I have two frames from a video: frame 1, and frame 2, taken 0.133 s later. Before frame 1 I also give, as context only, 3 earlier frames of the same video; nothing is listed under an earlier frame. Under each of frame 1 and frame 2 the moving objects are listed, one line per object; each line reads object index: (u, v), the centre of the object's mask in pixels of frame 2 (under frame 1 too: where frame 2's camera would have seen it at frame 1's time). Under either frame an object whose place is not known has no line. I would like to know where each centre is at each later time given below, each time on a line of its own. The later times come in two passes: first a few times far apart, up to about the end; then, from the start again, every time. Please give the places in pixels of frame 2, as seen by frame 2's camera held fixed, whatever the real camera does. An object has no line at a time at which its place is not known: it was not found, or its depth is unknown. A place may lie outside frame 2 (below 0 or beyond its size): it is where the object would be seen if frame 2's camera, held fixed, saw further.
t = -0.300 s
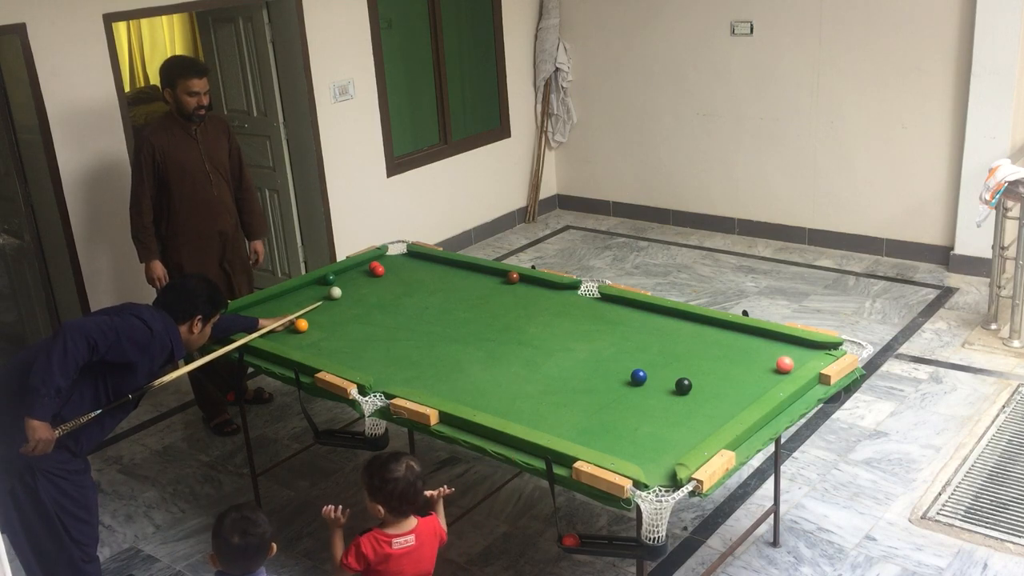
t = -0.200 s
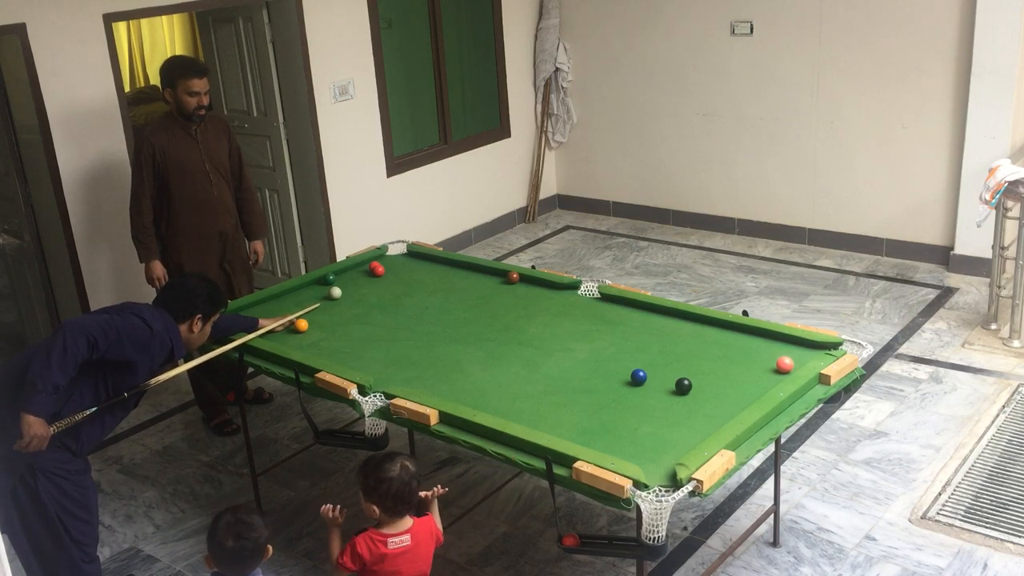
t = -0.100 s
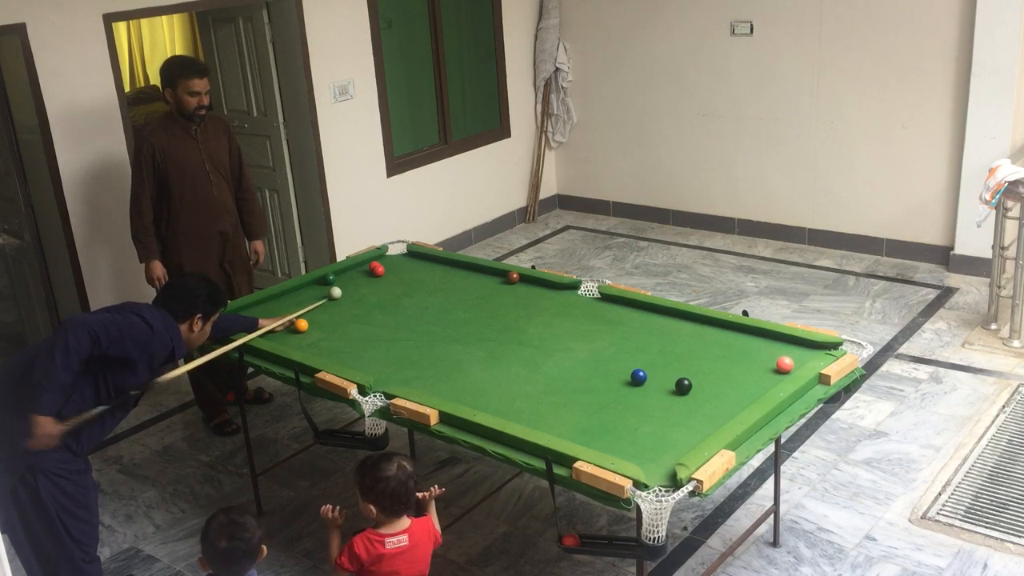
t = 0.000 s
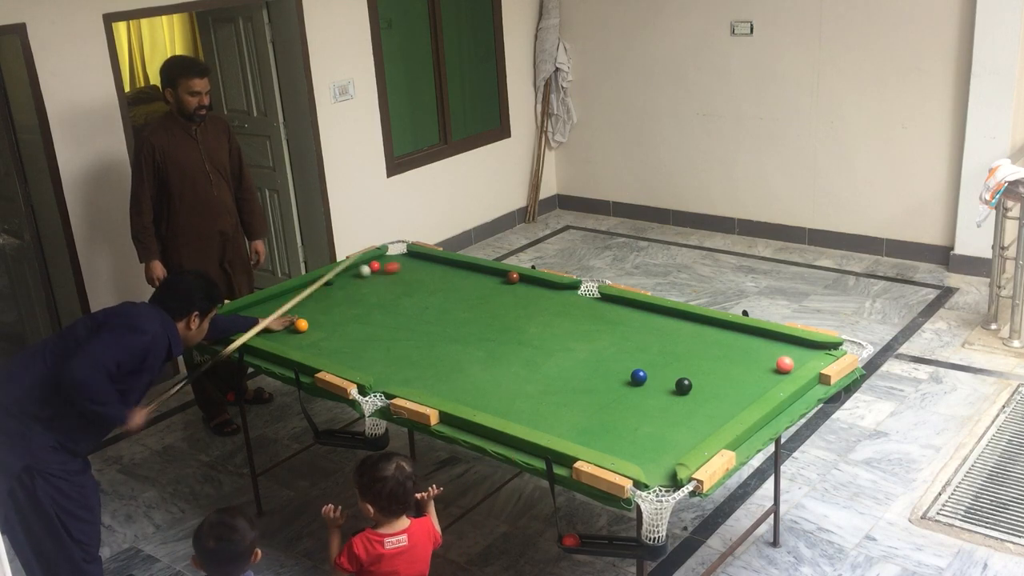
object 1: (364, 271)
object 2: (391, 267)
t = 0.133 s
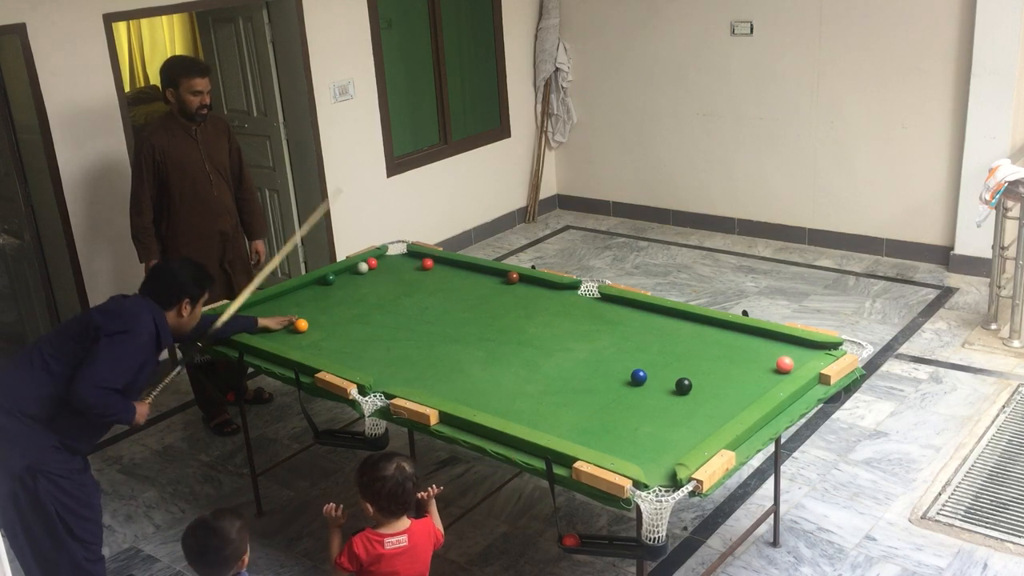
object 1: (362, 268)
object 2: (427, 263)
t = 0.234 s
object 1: (368, 271)
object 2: (416, 272)
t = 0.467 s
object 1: (383, 276)
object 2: (391, 292)
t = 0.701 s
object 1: (397, 282)
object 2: (365, 313)
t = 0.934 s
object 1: (412, 288)
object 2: (337, 336)
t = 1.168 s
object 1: (426, 294)
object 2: (322, 352)
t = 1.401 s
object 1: (440, 299)
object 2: (349, 348)
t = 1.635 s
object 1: (454, 305)
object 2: (376, 343)
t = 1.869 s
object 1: (467, 310)
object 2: (401, 338)
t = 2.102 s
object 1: (479, 316)
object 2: (425, 334)
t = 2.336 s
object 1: (492, 321)
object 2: (447, 330)
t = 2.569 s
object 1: (503, 326)
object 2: (467, 327)
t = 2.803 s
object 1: (515, 331)
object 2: (486, 324)
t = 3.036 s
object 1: (527, 336)
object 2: (504, 321)
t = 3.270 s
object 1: (538, 340)
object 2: (520, 319)
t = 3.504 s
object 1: (551, 344)
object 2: (536, 318)
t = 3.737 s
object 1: (563, 348)
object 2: (550, 317)
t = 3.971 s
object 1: (575, 351)
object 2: (563, 316)
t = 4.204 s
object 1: (587, 355)
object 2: (575, 316)
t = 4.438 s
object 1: (599, 358)
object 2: (586, 316)
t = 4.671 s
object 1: (610, 360)
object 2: (596, 316)
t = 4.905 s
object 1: (621, 362)
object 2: (606, 317)
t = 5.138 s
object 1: (631, 363)
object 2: (615, 317)
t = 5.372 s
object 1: (641, 363)
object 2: (623, 318)
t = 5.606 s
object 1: (650, 366)
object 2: (630, 319)
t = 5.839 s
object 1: (657, 367)
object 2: (638, 320)
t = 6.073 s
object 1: (663, 368)
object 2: (643, 321)
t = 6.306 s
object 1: (668, 368)
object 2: (649, 322)
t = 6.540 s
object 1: (672, 369)
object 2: (653, 323)
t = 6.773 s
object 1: (675, 369)
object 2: (657, 324)
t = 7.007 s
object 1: (676, 369)
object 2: (659, 325)
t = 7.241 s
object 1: (676, 369)
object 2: (661, 325)
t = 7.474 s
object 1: (676, 369)
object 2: (662, 325)
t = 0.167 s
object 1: (364, 269)
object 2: (423, 267)
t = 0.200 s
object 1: (366, 270)
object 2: (420, 269)
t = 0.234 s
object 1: (368, 271)
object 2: (416, 272)
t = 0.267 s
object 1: (370, 271)
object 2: (413, 275)
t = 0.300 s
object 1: (372, 273)
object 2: (409, 278)
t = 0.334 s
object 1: (375, 273)
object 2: (406, 280)
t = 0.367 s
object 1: (376, 274)
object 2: (402, 283)
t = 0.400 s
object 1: (379, 275)
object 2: (398, 286)
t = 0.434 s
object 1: (381, 276)
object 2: (394, 289)
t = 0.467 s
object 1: (383, 276)
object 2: (391, 292)
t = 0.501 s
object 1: (385, 277)
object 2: (387, 295)
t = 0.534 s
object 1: (387, 278)
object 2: (383, 298)
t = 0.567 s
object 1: (389, 279)
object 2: (380, 301)
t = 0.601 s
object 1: (391, 280)
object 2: (376, 304)
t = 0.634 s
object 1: (393, 281)
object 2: (372, 307)
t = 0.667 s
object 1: (396, 282)
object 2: (368, 310)
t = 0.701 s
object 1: (397, 282)
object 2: (365, 313)
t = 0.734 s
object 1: (400, 283)
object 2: (361, 316)
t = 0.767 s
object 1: (402, 284)
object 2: (357, 320)
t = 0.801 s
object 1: (403, 285)
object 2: (353, 323)
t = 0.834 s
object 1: (406, 286)
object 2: (349, 326)
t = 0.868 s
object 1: (408, 287)
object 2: (345, 329)
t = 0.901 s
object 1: (410, 287)
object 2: (341, 332)
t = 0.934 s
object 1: (412, 288)
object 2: (337, 336)
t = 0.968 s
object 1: (414, 289)
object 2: (333, 339)
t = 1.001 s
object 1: (416, 290)
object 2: (329, 343)
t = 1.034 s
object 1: (418, 291)
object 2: (325, 346)
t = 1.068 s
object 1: (420, 292)
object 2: (321, 349)
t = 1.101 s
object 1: (422, 292)
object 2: (318, 352)
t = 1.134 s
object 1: (424, 293)
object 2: (317, 353)
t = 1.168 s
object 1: (426, 294)
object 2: (322, 352)
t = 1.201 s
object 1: (428, 295)
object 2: (326, 352)
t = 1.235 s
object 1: (430, 295)
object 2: (330, 352)
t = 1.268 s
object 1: (432, 296)
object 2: (334, 351)
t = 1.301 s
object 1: (434, 297)
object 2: (338, 350)
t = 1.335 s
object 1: (436, 298)
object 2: (342, 349)
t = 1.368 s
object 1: (438, 299)
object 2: (345, 348)
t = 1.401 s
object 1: (440, 299)
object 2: (349, 348)
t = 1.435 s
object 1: (442, 300)
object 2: (353, 347)
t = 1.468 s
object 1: (444, 301)
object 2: (357, 346)
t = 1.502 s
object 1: (446, 302)
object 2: (361, 346)
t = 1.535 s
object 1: (448, 303)
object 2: (365, 345)
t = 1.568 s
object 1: (450, 303)
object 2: (369, 344)
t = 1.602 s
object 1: (452, 304)
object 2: (372, 343)
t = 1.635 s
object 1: (454, 305)
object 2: (376, 343)
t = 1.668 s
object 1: (456, 306)
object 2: (380, 342)
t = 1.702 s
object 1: (458, 306)
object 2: (383, 341)
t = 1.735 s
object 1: (460, 307)
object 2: (387, 341)
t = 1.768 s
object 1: (462, 308)
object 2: (391, 340)
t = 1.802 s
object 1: (463, 309)
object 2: (394, 339)
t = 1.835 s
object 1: (465, 309)
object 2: (398, 338)
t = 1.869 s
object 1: (467, 310)
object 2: (401, 338)
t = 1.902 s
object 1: (469, 311)
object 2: (404, 337)
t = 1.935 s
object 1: (471, 312)
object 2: (408, 337)
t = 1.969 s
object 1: (473, 313)
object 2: (411, 336)
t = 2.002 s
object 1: (474, 314)
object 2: (415, 336)
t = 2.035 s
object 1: (476, 314)
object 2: (418, 335)
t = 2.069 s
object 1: (478, 315)
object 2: (421, 334)
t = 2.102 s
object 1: (479, 316)
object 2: (425, 334)
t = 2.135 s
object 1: (481, 316)
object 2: (428, 333)
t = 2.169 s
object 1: (483, 317)
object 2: (431, 332)
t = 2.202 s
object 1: (485, 318)
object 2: (434, 332)
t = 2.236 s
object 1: (487, 319)
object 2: (437, 332)
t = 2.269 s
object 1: (488, 320)
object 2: (441, 331)
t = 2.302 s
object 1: (490, 320)
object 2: (444, 330)
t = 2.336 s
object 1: (492, 321)
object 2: (447, 330)
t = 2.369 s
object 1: (493, 322)
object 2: (450, 329)
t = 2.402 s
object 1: (495, 322)
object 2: (453, 329)
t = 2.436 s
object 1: (497, 323)
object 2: (456, 328)
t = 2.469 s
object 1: (498, 324)
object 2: (459, 328)
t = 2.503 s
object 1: (500, 325)
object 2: (461, 327)
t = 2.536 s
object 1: (502, 325)
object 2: (464, 327)
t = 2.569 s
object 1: (503, 326)
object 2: (467, 327)
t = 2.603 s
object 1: (505, 327)
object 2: (470, 326)
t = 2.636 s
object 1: (507, 327)
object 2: (473, 326)
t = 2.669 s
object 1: (508, 328)
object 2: (476, 325)
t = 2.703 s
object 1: (510, 329)
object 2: (478, 325)
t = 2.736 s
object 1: (512, 330)
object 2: (481, 324)
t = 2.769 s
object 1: (513, 330)
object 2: (484, 324)
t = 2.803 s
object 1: (515, 331)
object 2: (486, 324)
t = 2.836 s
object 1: (517, 332)
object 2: (489, 323)
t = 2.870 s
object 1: (518, 332)
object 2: (491, 323)
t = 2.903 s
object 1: (520, 333)
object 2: (494, 323)
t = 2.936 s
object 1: (522, 334)
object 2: (496, 322)
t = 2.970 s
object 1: (523, 334)
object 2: (499, 322)
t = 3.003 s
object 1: (525, 335)
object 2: (502, 322)
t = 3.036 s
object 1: (527, 336)
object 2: (504, 321)
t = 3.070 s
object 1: (528, 336)
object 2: (506, 321)
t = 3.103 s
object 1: (530, 337)
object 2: (509, 321)
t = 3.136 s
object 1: (532, 338)
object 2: (511, 320)
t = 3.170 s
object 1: (533, 338)
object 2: (513, 320)
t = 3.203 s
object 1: (535, 339)
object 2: (516, 320)
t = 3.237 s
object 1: (536, 339)
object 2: (518, 320)
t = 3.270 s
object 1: (538, 340)
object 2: (520, 319)
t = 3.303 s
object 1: (540, 341)
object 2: (523, 319)
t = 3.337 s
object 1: (542, 341)
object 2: (525, 319)
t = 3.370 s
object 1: (544, 342)
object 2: (527, 319)
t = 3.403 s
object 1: (545, 343)
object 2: (529, 318)
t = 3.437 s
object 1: (547, 343)
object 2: (531, 318)
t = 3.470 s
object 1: (549, 344)
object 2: (534, 318)
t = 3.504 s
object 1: (551, 344)
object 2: (536, 318)
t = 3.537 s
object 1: (552, 345)
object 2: (538, 318)
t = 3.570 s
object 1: (554, 345)
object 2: (540, 317)
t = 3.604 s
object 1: (556, 346)
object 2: (542, 317)
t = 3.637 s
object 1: (558, 346)
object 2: (544, 317)
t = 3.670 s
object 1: (559, 347)
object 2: (546, 317)
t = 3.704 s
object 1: (561, 348)
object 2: (548, 317)
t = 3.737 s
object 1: (563, 348)
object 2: (550, 317)
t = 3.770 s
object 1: (565, 348)
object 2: (552, 317)
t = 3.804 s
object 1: (567, 349)
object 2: (554, 317)
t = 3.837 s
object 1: (568, 349)
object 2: (555, 316)
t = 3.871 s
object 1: (570, 350)
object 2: (557, 316)
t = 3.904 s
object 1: (572, 350)
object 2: (559, 316)
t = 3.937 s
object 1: (574, 351)
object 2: (561, 316)
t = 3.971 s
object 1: (575, 351)
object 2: (563, 316)
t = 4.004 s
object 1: (577, 352)
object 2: (564, 316)
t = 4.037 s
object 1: (579, 353)
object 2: (566, 316)
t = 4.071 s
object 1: (580, 353)
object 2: (568, 316)
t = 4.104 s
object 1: (582, 354)
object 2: (570, 316)
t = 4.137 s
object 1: (584, 354)
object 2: (571, 316)
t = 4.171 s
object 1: (585, 355)
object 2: (573, 316)
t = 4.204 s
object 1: (587, 355)
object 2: (575, 316)
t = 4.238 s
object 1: (589, 355)
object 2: (576, 316)
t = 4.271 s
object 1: (590, 356)
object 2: (578, 316)
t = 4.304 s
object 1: (592, 356)
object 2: (580, 316)
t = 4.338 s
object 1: (594, 357)
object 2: (581, 316)
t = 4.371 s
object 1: (595, 357)
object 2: (583, 316)
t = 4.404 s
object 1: (597, 358)
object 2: (584, 316)
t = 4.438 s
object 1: (599, 358)
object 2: (586, 316)
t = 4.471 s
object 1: (600, 358)
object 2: (587, 316)
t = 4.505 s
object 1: (602, 359)
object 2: (589, 316)
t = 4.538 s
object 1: (603, 359)
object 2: (590, 316)
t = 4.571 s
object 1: (605, 359)
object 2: (592, 316)
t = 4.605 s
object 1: (607, 360)
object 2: (593, 316)
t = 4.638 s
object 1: (609, 360)
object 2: (595, 316)
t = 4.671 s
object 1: (610, 360)
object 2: (596, 316)
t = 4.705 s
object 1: (611, 360)
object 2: (598, 316)
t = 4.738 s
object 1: (613, 361)
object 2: (599, 316)
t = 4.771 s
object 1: (615, 361)
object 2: (600, 317)
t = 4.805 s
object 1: (616, 361)
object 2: (602, 317)
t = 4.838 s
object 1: (618, 362)
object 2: (603, 317)
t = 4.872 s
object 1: (619, 362)
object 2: (604, 317)
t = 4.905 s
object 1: (621, 362)
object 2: (606, 317)
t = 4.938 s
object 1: (623, 363)
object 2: (607, 317)
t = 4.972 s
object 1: (624, 363)
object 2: (608, 317)
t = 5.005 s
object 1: (625, 363)
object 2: (610, 317)
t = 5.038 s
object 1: (627, 363)
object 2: (611, 317)
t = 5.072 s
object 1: (628, 363)
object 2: (613, 317)
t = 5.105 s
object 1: (630, 363)
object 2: (614, 317)
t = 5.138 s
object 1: (631, 363)
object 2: (615, 317)
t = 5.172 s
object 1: (632, 363)
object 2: (616, 317)
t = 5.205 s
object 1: (634, 363)
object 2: (617, 318)
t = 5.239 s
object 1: (635, 363)
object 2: (619, 318)
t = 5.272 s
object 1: (637, 363)
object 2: (620, 318)
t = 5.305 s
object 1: (639, 363)
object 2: (621, 318)
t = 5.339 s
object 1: (640, 363)
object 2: (622, 318)
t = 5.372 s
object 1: (641, 363)
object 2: (623, 318)
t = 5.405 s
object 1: (643, 364)
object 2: (624, 318)
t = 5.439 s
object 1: (644, 364)
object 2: (625, 318)
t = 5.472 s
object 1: (645, 364)
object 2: (627, 319)
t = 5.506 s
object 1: (647, 364)
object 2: (628, 319)
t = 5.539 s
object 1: (648, 365)
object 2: (629, 319)
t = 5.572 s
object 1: (649, 365)
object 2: (629, 319)
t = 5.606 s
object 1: (650, 366)
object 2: (630, 319)
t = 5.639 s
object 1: (651, 366)
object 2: (631, 320)
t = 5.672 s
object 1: (652, 366)
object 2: (633, 320)
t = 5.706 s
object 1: (653, 366)
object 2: (634, 320)
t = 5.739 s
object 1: (654, 367)
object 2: (635, 320)
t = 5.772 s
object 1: (655, 367)
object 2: (636, 320)
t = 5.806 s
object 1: (656, 367)
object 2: (637, 320)
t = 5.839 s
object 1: (657, 367)
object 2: (638, 320)
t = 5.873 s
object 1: (658, 367)
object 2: (639, 320)
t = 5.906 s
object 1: (659, 367)
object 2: (639, 320)
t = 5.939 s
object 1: (660, 367)
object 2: (640, 321)
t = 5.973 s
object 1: (661, 367)
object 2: (641, 321)
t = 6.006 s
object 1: (661, 368)
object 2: (642, 321)
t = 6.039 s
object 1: (662, 368)
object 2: (643, 321)
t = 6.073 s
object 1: (663, 368)
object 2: (643, 321)
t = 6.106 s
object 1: (664, 368)
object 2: (644, 321)
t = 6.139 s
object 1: (665, 368)
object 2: (645, 321)
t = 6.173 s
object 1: (665, 368)
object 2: (646, 322)
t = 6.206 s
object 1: (666, 368)
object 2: (647, 322)
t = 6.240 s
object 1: (667, 368)
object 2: (647, 322)
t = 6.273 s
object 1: (668, 368)
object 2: (648, 322)
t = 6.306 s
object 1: (668, 368)
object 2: (649, 322)
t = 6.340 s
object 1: (669, 368)
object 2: (650, 322)
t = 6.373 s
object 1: (669, 368)
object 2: (650, 322)
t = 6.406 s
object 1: (670, 368)
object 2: (651, 323)
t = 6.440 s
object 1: (670, 369)
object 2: (651, 323)
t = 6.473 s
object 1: (671, 369)
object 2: (652, 323)
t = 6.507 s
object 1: (672, 369)
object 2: (653, 323)
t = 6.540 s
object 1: (672, 369)
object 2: (653, 323)
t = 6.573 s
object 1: (672, 369)
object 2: (653, 324)
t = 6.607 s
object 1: (673, 369)
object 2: (654, 324)
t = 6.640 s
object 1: (674, 368)
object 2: (655, 324)
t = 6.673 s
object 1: (674, 368)
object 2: (655, 324)
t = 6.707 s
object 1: (674, 368)
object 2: (656, 324)
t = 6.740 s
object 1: (675, 369)
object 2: (656, 324)
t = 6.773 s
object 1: (675, 369)
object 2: (657, 324)
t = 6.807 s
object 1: (675, 369)
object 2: (657, 324)
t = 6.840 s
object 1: (675, 369)
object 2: (657, 324)
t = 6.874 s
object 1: (676, 369)
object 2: (657, 324)
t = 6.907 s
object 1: (676, 369)
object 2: (658, 325)
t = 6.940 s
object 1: (676, 369)
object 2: (658, 325)
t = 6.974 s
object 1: (676, 369)
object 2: (659, 325)
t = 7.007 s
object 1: (676, 369)
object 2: (659, 325)
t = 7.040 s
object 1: (676, 369)
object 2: (659, 325)
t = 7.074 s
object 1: (676, 369)
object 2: (660, 325)
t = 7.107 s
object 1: (676, 369)
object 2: (660, 325)
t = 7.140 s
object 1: (676, 369)
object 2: (660, 325)
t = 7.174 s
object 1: (676, 369)
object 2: (660, 325)
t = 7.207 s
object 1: (676, 369)
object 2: (661, 325)
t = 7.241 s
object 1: (676, 369)
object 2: (661, 325)
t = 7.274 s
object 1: (676, 369)
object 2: (661, 325)
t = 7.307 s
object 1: (676, 369)
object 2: (661, 325)
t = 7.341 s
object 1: (676, 369)
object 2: (661, 325)
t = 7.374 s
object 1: (676, 369)
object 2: (661, 325)
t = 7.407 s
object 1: (676, 369)
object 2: (662, 325)
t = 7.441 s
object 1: (676, 369)
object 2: (662, 325)
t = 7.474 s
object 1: (676, 369)
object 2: (662, 325)
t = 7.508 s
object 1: (676, 369)
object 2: (662, 325)
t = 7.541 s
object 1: (676, 369)
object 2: (662, 325)
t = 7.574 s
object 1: (676, 369)
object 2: (662, 325)
